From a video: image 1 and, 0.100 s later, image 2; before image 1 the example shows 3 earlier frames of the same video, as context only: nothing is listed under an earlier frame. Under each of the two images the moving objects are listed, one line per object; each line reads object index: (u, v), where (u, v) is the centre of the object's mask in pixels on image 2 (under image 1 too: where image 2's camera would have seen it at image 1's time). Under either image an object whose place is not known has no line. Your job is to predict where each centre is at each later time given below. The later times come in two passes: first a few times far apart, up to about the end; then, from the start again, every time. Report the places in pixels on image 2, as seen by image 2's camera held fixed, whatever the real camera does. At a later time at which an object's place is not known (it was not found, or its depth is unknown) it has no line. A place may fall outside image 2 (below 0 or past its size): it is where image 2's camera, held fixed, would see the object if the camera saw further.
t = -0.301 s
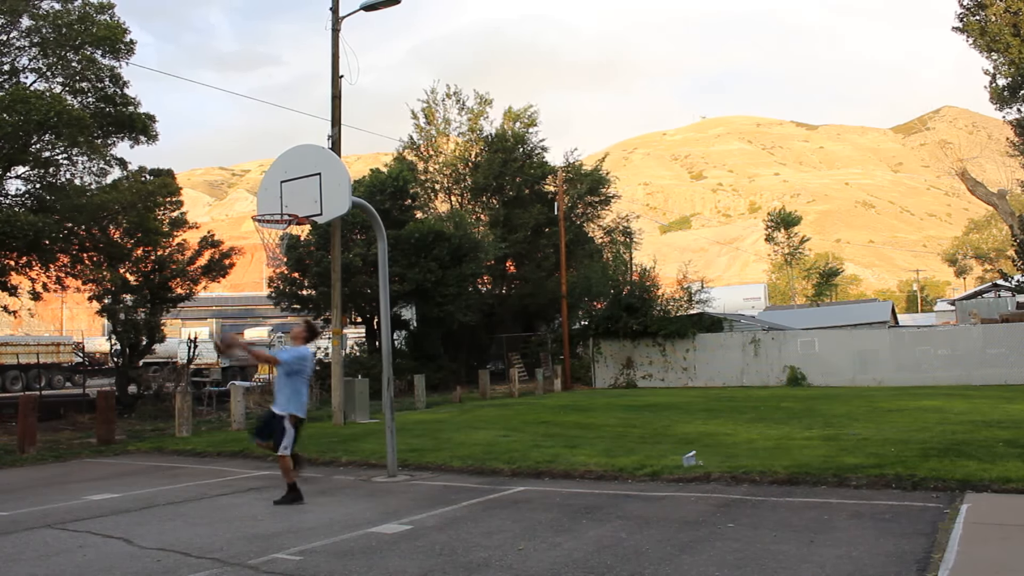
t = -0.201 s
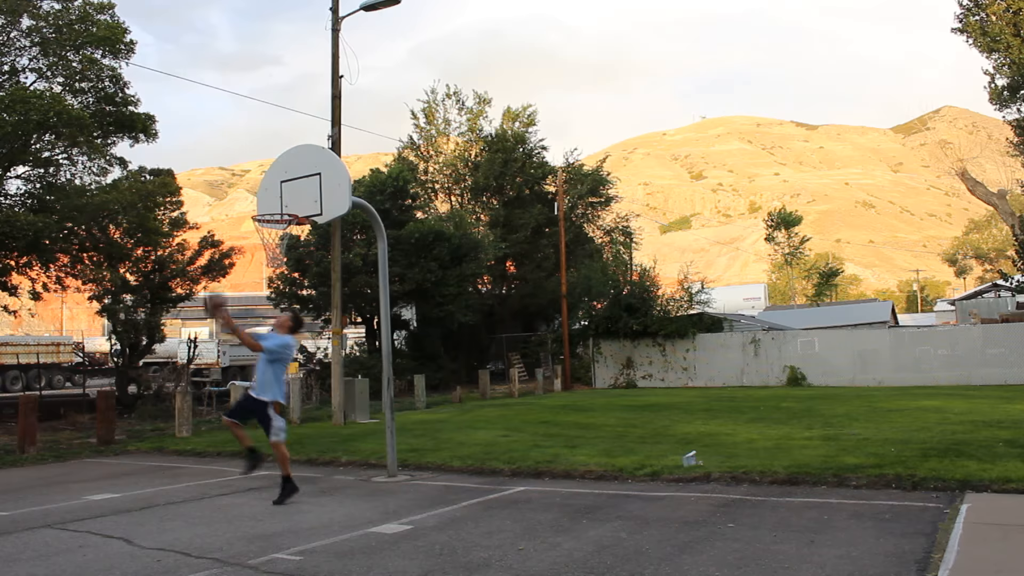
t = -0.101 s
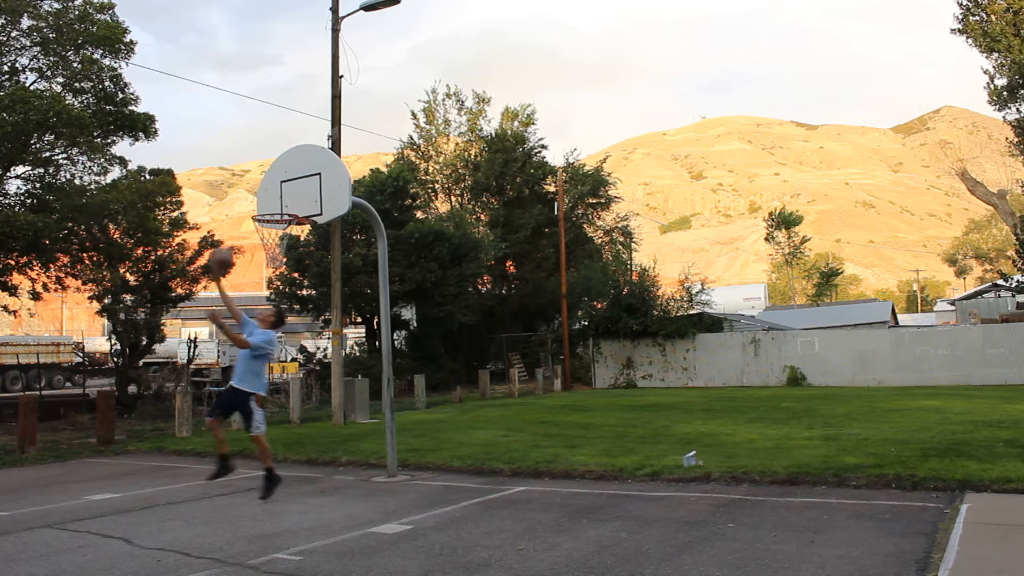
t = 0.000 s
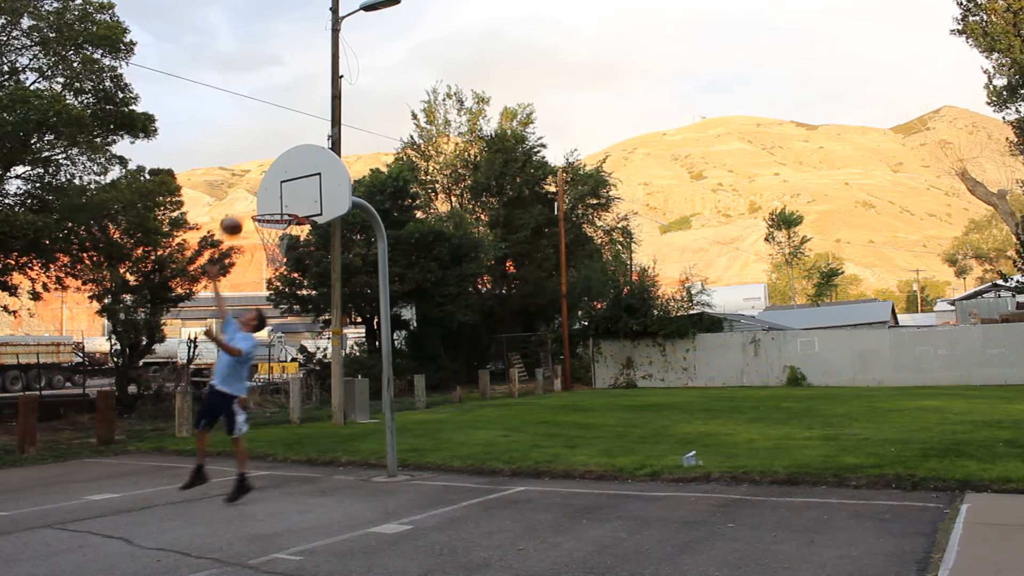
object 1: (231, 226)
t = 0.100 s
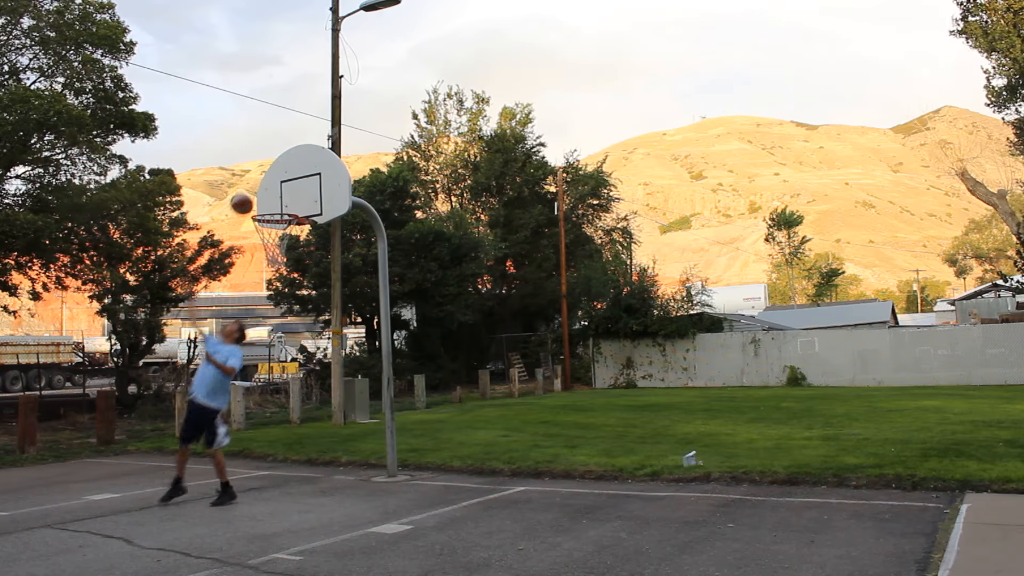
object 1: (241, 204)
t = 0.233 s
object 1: (256, 189)
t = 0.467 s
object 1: (279, 203)
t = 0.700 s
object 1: (280, 199)
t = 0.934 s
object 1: (274, 215)
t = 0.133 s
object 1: (245, 198)
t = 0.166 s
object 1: (249, 194)
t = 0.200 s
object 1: (252, 191)
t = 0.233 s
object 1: (256, 189)
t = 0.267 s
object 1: (259, 188)
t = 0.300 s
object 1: (262, 188)
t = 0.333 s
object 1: (266, 189)
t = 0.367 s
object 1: (269, 191)
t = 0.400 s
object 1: (272, 194)
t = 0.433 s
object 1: (276, 198)
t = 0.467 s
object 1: (279, 203)
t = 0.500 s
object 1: (282, 206)
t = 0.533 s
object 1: (285, 205)
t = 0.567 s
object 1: (285, 202)
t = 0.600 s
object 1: (284, 200)
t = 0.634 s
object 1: (283, 199)
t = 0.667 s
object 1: (282, 199)
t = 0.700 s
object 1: (280, 199)
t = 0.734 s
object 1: (279, 201)
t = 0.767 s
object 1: (278, 203)
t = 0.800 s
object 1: (277, 206)
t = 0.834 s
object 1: (275, 208)
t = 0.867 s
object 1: (275, 208)
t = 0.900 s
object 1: (274, 209)
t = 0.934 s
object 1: (274, 215)
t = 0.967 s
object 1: (272, 221)
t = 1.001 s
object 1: (272, 225)
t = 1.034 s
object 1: (271, 231)
